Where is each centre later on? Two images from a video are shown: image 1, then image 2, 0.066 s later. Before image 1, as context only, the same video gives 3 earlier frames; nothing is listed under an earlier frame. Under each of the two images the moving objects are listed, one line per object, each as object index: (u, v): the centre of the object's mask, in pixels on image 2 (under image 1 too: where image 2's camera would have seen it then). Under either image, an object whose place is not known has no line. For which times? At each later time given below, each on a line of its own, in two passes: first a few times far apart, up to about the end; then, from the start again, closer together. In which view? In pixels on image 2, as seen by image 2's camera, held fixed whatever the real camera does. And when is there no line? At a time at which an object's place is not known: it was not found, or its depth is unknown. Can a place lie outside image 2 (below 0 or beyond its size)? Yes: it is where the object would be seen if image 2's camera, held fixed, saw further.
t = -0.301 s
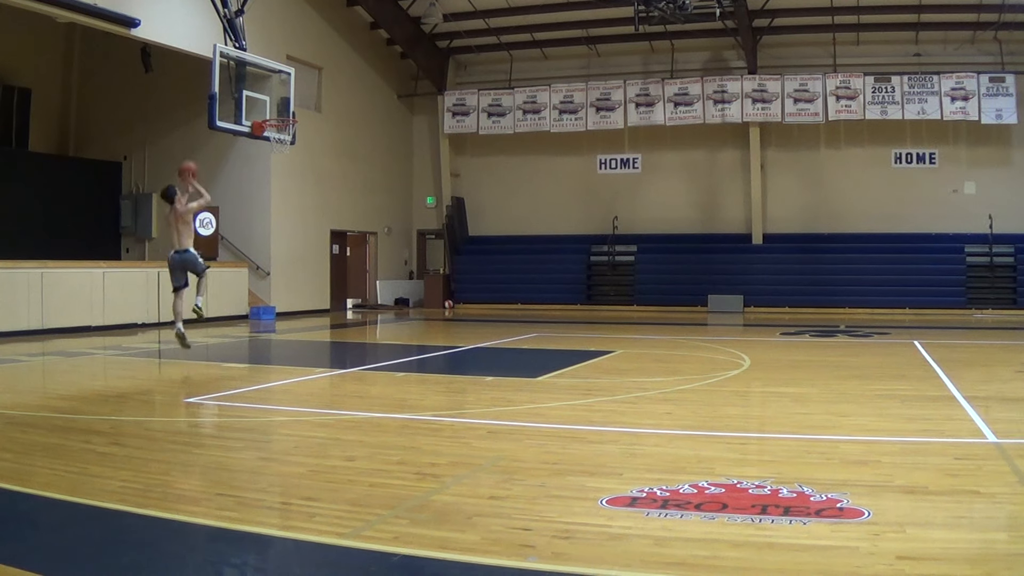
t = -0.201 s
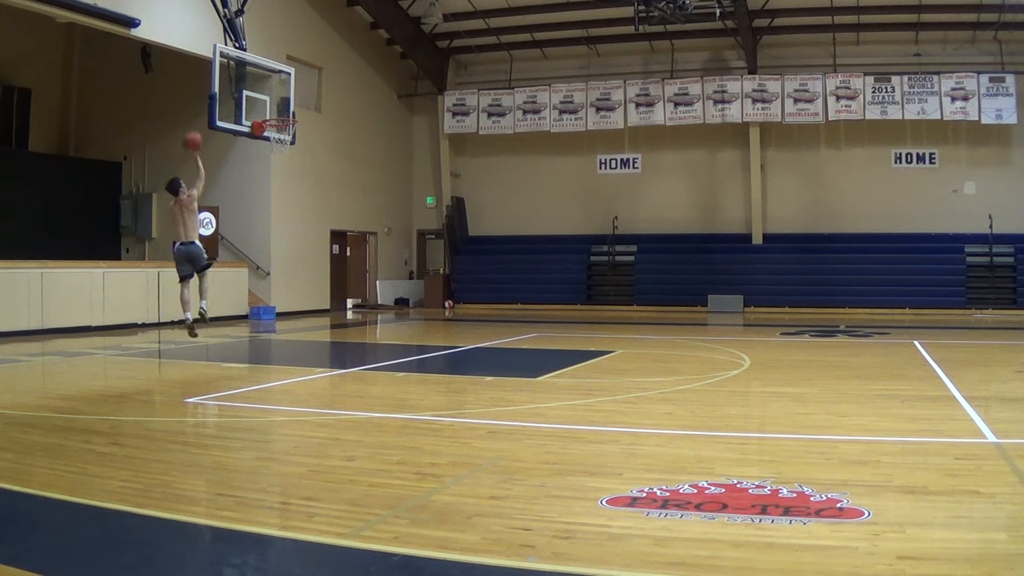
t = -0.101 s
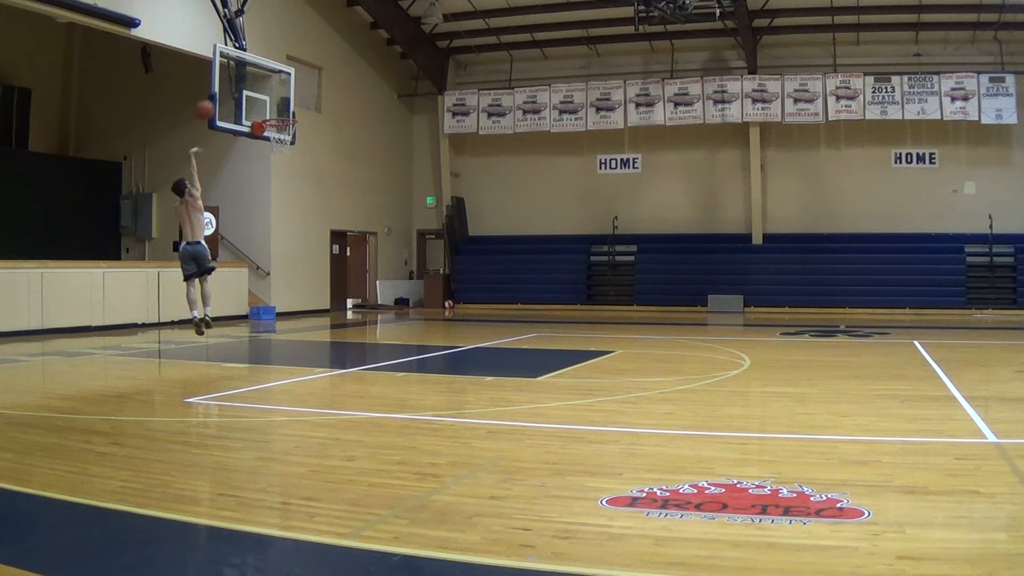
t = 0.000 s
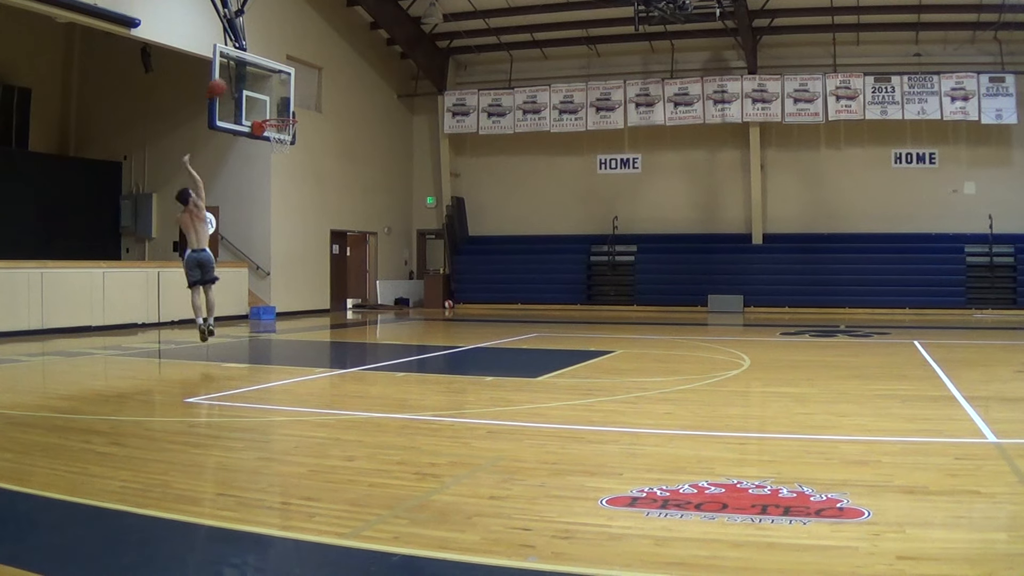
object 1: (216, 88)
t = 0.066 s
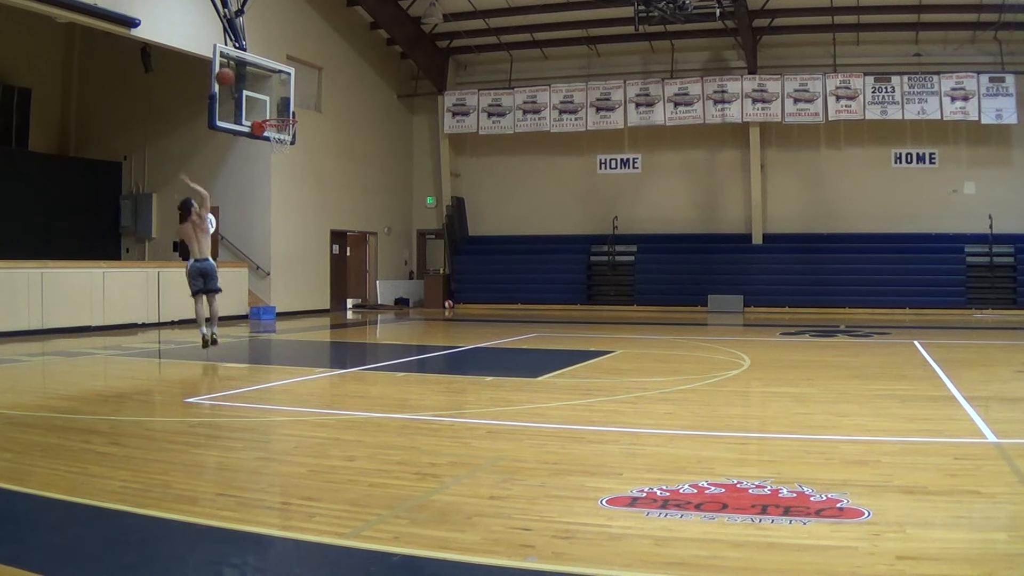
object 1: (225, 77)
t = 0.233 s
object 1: (243, 67)
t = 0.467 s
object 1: (267, 87)
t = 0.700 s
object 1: (282, 133)
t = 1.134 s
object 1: (279, 290)
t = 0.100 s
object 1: (229, 73)
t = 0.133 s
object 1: (233, 70)
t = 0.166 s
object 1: (236, 69)
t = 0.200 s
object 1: (240, 67)
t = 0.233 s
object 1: (243, 67)
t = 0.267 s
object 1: (247, 68)
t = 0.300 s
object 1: (250, 70)
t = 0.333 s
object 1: (254, 71)
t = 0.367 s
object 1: (257, 74)
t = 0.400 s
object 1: (260, 78)
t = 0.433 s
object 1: (264, 82)
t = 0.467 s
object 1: (267, 87)
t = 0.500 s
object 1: (270, 94)
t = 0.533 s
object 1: (273, 100)
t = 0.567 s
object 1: (277, 108)
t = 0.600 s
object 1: (279, 113)
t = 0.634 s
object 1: (282, 125)
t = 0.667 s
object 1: (283, 129)
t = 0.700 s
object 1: (282, 133)
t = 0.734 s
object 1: (282, 145)
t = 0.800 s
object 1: (282, 159)
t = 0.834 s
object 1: (281, 169)
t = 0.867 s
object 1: (281, 179)
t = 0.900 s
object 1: (280, 190)
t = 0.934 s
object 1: (280, 201)
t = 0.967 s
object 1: (280, 214)
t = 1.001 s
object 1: (280, 227)
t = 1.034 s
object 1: (279, 241)
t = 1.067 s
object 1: (279, 257)
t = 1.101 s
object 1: (279, 273)
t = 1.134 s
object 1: (279, 290)
